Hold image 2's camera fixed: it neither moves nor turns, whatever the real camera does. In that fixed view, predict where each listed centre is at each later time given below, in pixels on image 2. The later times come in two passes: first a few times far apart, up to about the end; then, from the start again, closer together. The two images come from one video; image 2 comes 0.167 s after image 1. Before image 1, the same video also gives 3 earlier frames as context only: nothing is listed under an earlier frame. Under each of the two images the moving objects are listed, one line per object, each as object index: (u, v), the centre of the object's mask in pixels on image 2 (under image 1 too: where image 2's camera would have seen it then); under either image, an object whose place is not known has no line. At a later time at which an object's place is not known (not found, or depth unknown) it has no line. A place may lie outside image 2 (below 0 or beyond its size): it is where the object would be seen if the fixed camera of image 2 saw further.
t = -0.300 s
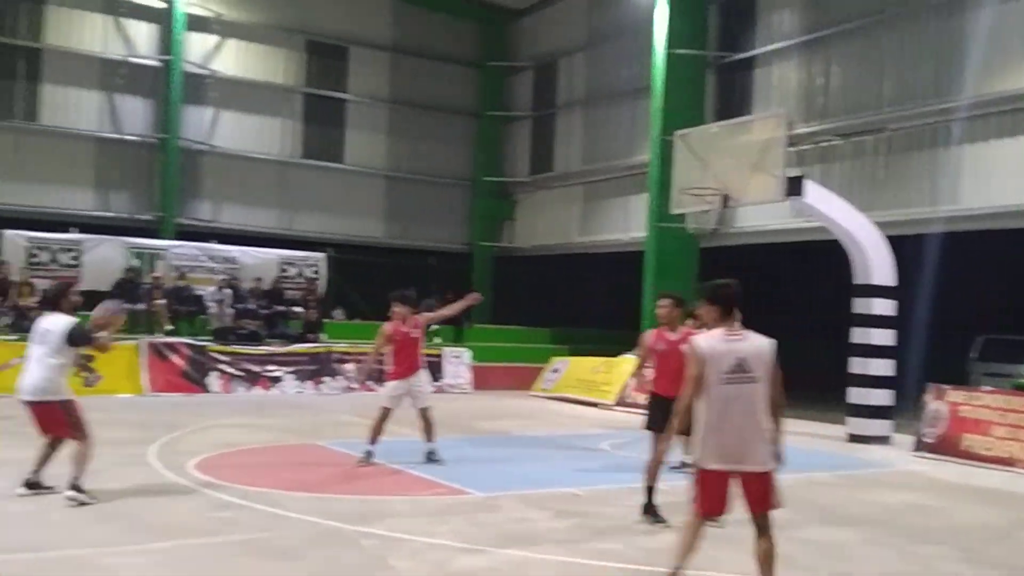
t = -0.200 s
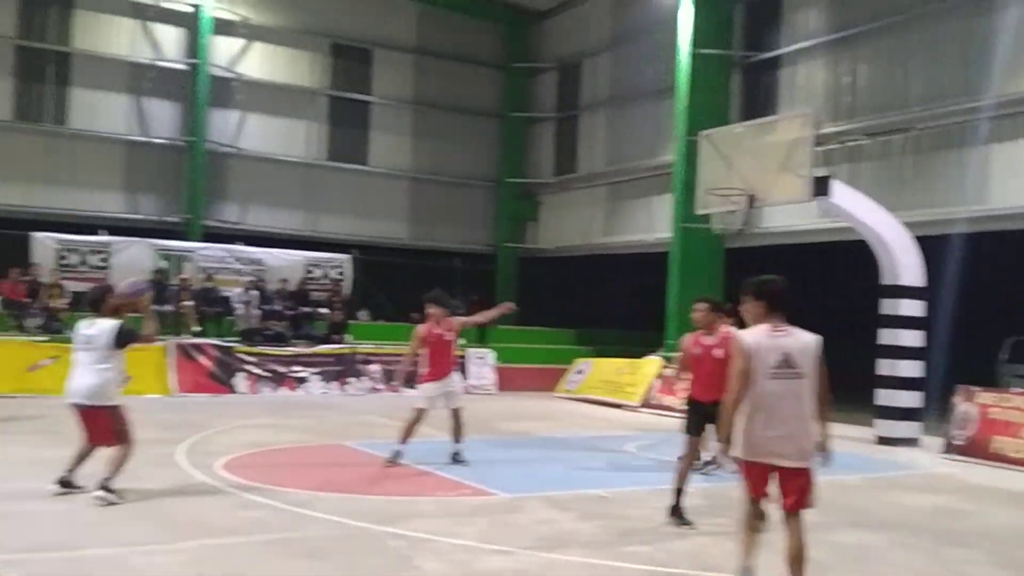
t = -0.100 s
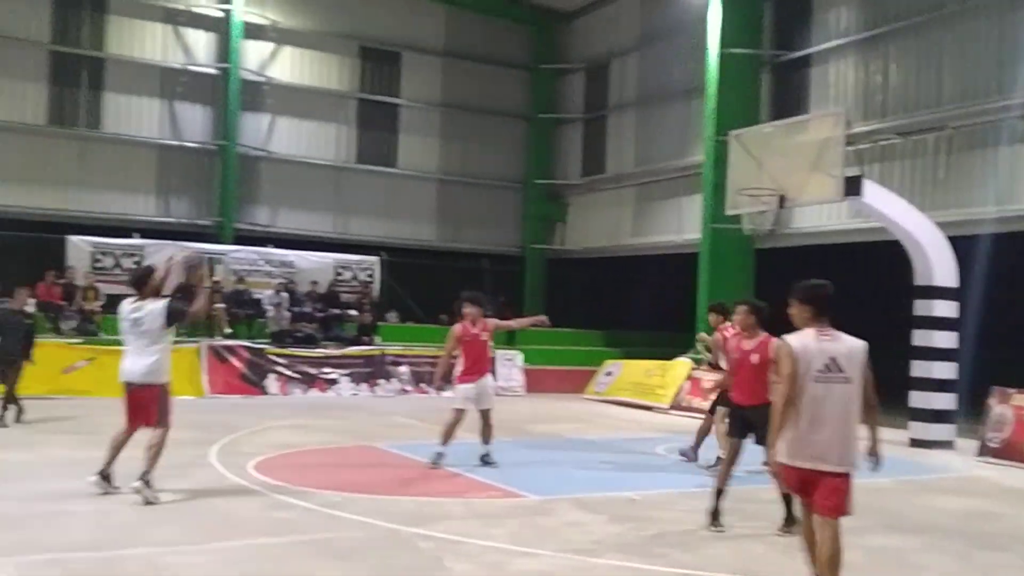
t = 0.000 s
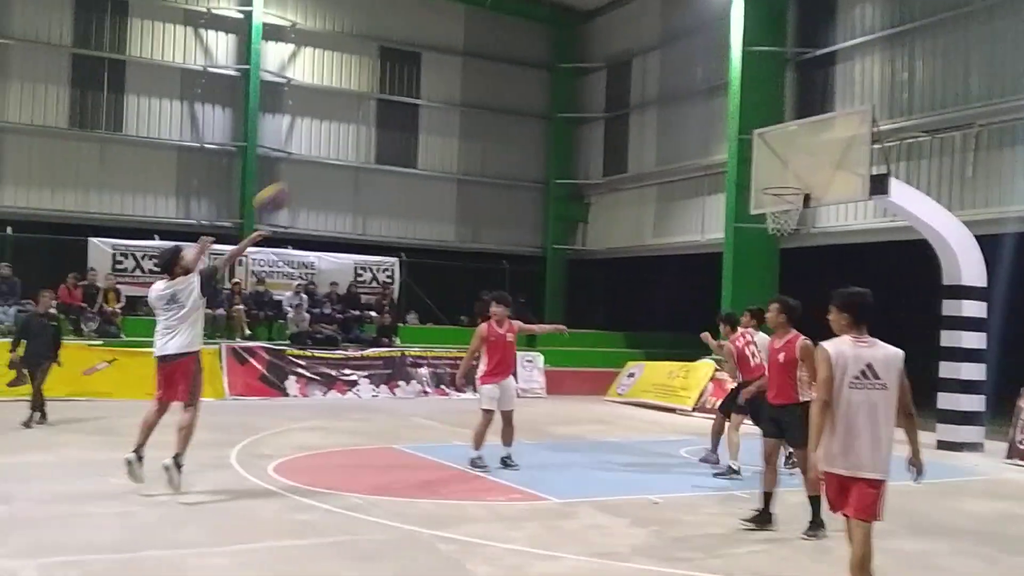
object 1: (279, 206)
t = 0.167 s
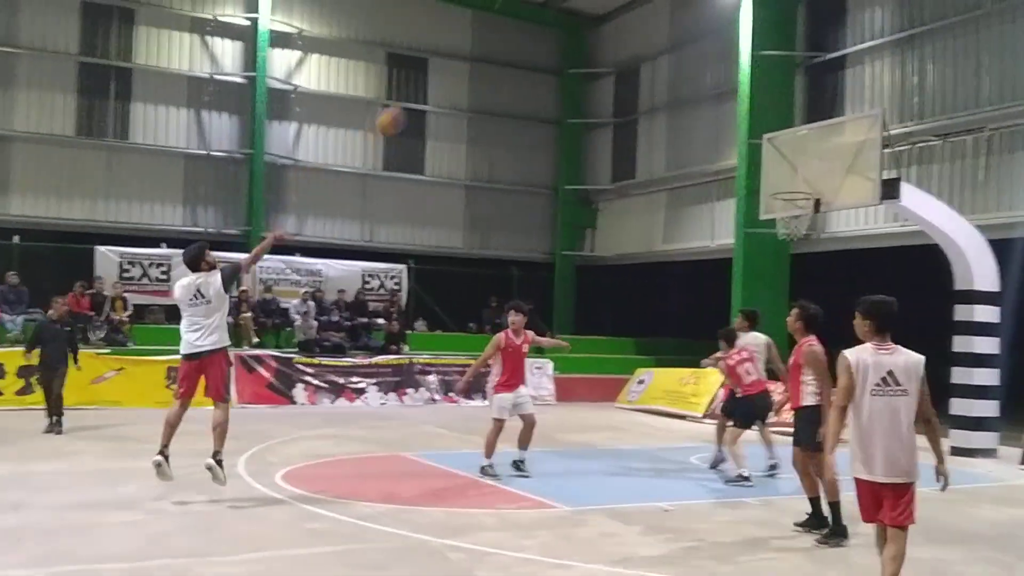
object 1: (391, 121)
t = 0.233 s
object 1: (430, 97)
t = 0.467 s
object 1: (553, 58)
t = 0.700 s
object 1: (651, 73)
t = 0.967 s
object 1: (753, 146)
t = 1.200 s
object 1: (800, 156)
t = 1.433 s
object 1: (791, 118)
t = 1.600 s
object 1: (783, 119)
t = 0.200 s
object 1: (411, 108)
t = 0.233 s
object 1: (430, 97)
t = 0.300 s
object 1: (467, 79)
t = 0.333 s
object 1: (486, 72)
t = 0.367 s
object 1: (504, 66)
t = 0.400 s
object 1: (521, 62)
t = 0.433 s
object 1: (537, 60)
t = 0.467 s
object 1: (553, 58)
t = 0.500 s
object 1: (567, 57)
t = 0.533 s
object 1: (582, 57)
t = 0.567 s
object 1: (597, 58)
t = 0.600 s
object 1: (611, 61)
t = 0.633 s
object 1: (626, 64)
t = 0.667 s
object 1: (640, 68)
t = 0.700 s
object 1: (651, 73)
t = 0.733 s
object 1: (666, 78)
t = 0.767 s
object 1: (680, 87)
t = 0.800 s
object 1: (692, 94)
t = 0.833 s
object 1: (706, 100)
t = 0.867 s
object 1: (718, 112)
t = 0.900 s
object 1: (728, 121)
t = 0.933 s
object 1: (742, 135)
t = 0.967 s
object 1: (753, 146)
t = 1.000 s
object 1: (762, 158)
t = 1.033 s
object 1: (774, 174)
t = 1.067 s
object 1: (786, 187)
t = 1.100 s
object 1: (794, 185)
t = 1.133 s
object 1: (800, 174)
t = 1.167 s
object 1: (802, 165)
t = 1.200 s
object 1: (800, 156)
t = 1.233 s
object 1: (799, 149)
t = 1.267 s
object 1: (796, 142)
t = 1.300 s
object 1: (795, 135)
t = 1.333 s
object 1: (795, 128)
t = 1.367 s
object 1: (794, 124)
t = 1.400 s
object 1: (792, 121)
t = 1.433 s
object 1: (791, 118)
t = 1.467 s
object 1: (789, 117)
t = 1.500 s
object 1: (787, 116)
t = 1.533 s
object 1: (786, 116)
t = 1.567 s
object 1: (785, 116)
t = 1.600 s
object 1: (783, 119)
